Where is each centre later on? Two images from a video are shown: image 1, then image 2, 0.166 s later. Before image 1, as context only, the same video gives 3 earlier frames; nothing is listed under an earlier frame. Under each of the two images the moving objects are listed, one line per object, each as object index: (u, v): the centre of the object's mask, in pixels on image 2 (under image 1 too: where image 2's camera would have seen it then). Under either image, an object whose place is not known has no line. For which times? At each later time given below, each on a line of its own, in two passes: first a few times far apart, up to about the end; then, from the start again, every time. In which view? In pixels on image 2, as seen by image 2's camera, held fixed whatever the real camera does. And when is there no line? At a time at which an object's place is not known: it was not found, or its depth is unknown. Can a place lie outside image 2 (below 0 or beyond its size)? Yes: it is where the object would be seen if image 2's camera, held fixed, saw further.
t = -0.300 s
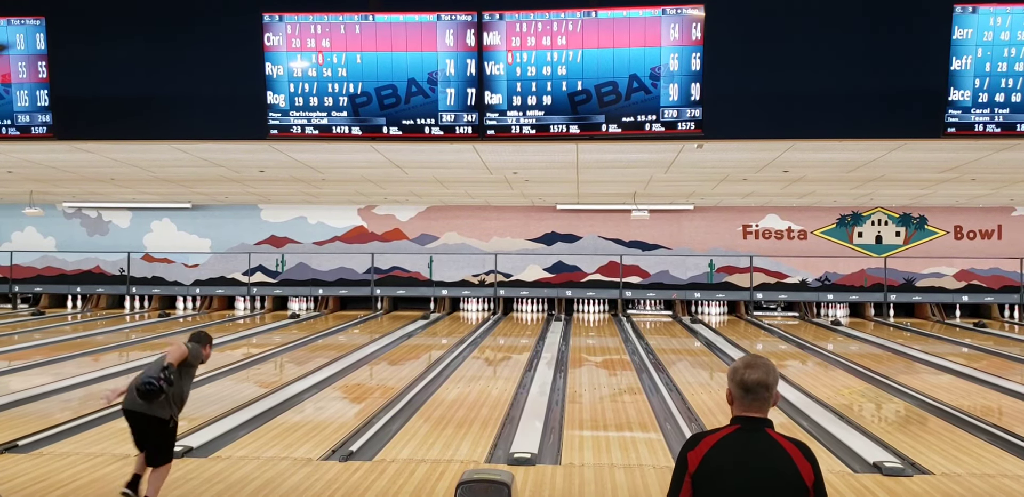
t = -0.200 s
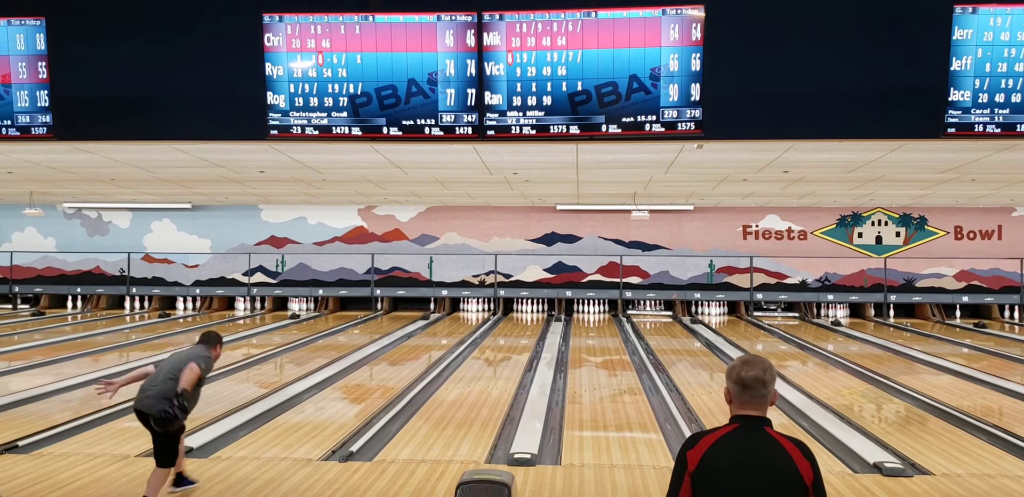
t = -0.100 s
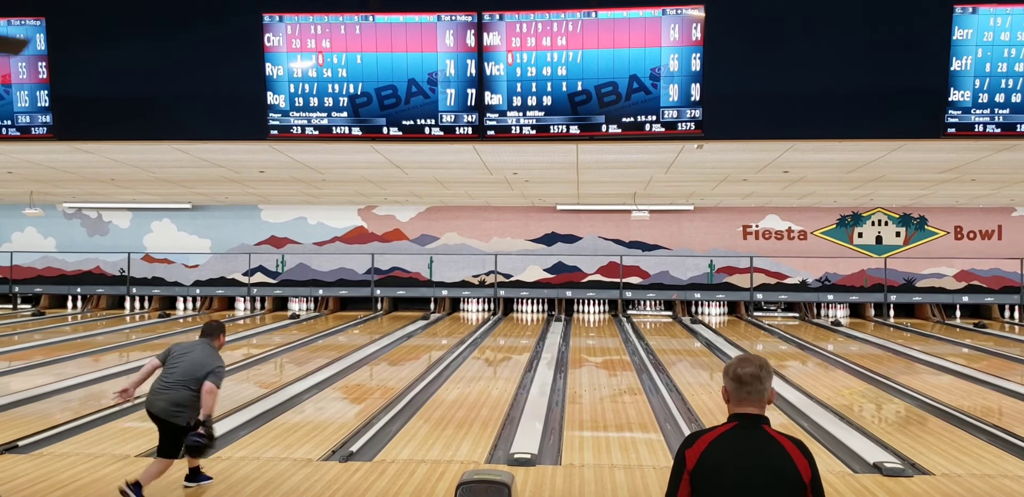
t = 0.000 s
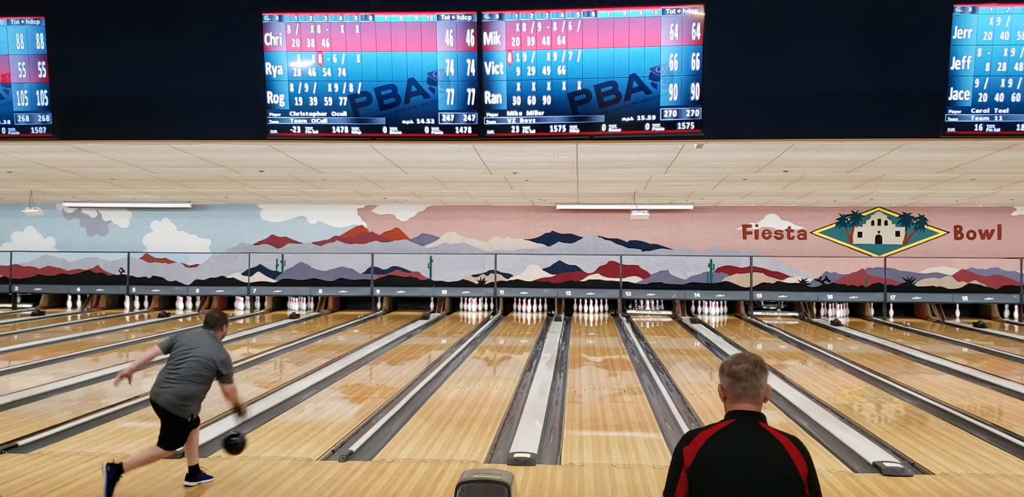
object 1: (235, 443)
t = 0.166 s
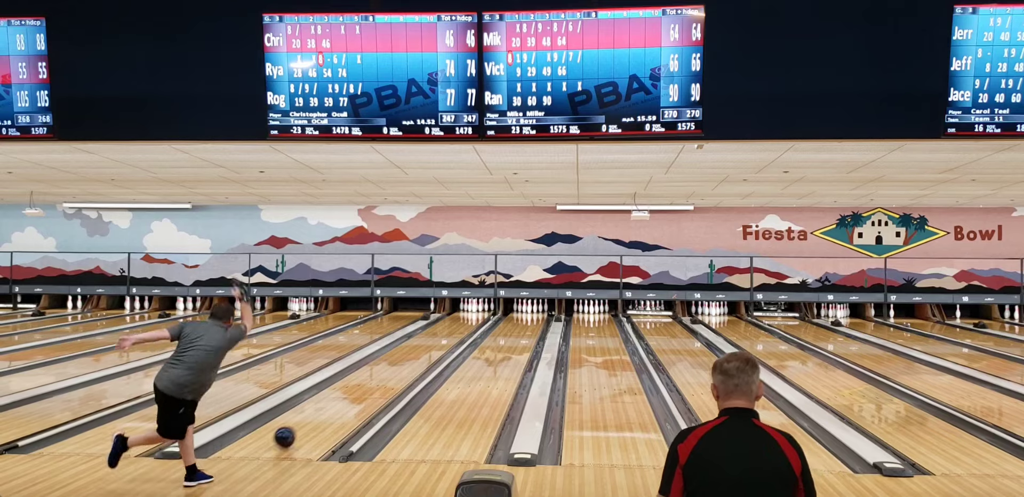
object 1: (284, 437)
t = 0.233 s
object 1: (301, 425)
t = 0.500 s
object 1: (352, 397)
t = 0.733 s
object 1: (384, 377)
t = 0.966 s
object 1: (408, 361)
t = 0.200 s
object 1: (293, 430)
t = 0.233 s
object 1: (301, 425)
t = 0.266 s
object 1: (308, 421)
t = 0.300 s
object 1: (315, 418)
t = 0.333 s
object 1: (322, 415)
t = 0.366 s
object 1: (329, 411)
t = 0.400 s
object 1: (335, 407)
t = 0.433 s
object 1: (341, 404)
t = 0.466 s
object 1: (346, 400)
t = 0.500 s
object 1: (352, 397)
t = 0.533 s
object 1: (357, 393)
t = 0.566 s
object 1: (362, 390)
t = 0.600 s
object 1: (367, 387)
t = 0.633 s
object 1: (371, 385)
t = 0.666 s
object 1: (376, 382)
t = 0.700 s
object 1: (380, 379)
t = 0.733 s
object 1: (384, 377)
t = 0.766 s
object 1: (388, 374)
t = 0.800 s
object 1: (392, 372)
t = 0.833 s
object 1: (395, 369)
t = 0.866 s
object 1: (399, 367)
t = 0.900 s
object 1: (402, 365)
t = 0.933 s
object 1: (405, 363)
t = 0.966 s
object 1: (408, 361)
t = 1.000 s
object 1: (411, 359)
